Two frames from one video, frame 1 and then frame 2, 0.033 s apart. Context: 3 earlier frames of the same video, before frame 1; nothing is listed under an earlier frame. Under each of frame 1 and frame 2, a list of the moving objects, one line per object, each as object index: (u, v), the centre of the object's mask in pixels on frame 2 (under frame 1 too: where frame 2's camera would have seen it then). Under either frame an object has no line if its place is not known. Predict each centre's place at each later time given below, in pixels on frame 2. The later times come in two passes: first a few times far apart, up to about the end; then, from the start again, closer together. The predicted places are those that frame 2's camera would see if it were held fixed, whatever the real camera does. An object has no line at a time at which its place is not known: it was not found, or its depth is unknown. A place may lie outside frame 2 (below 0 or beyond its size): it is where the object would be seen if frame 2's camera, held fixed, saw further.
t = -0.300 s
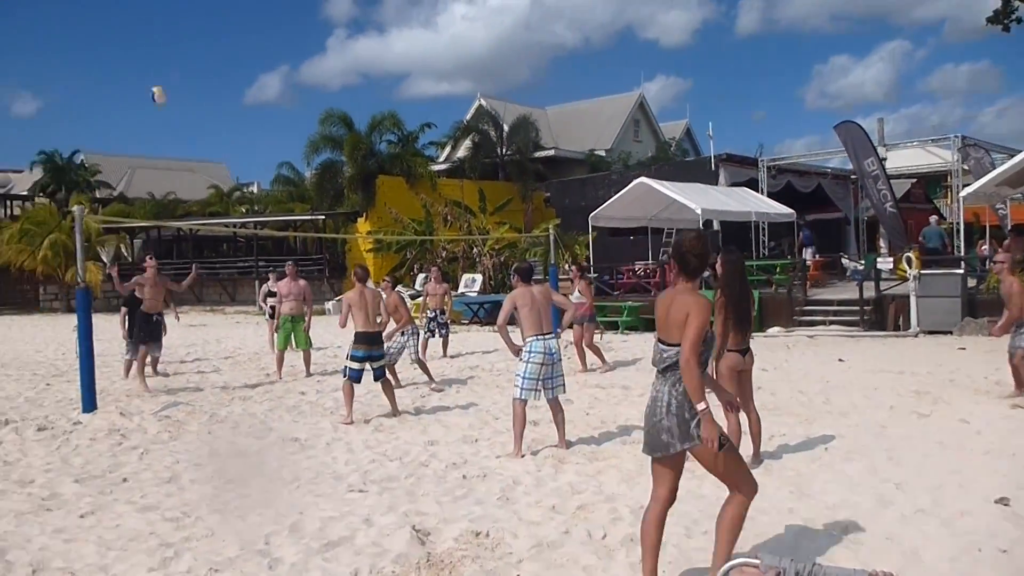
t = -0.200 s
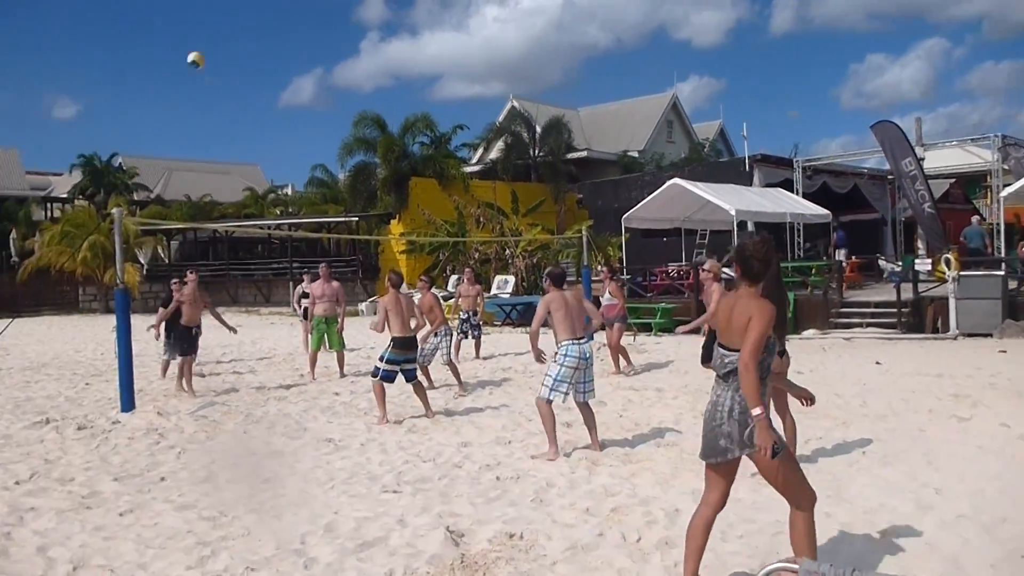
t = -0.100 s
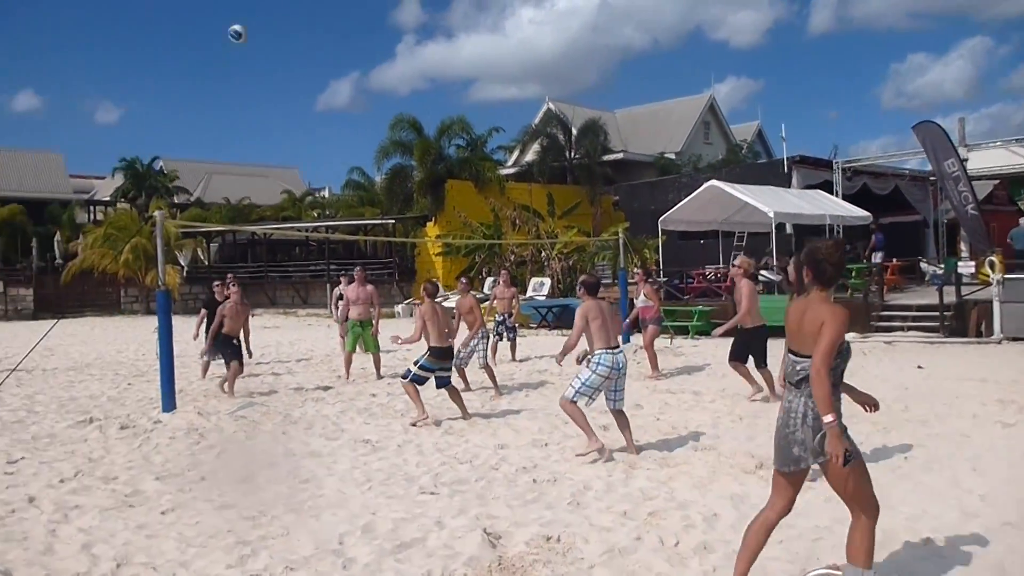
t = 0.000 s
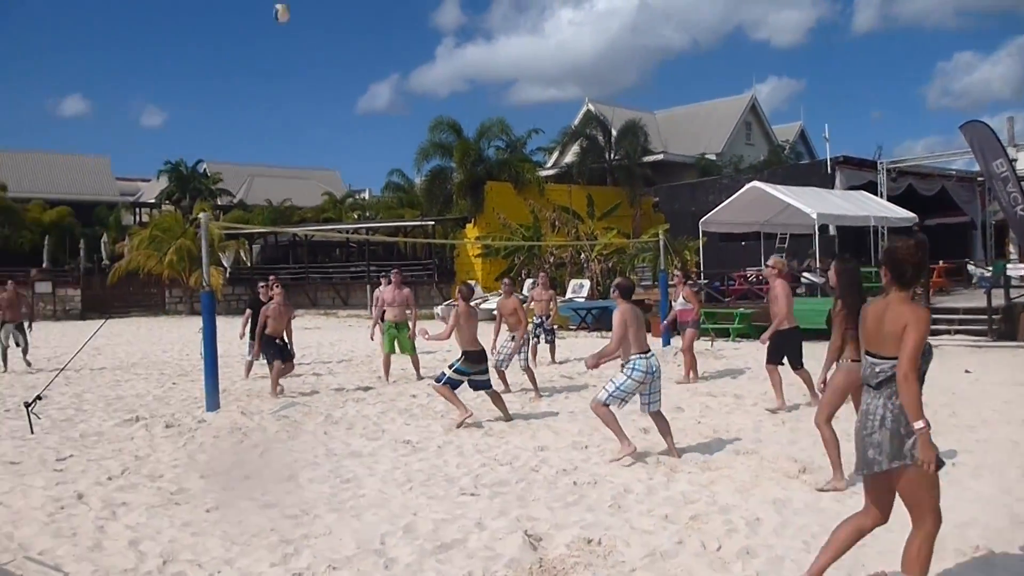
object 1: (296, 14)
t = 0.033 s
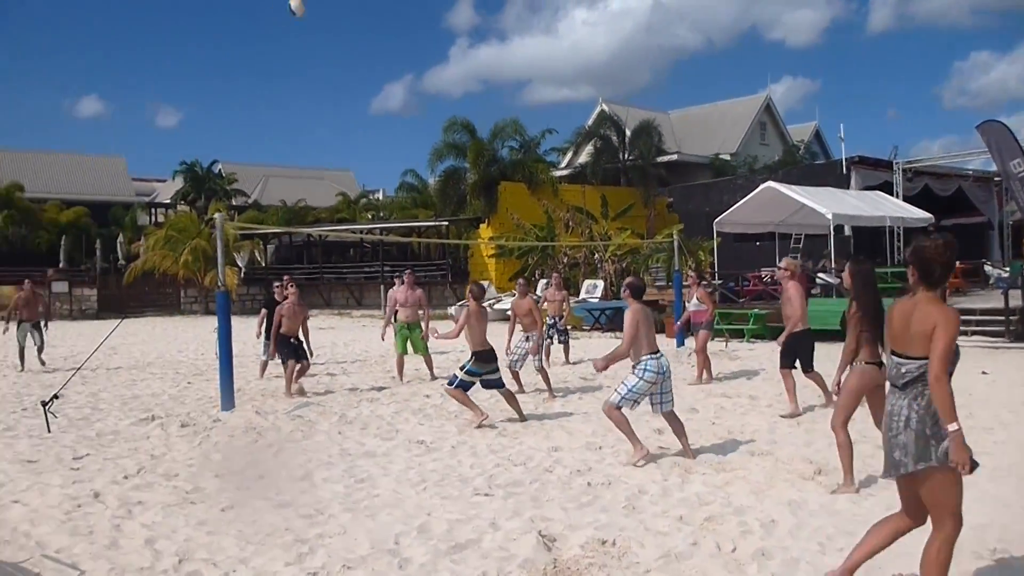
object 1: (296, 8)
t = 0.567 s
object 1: (300, 22)
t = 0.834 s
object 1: (304, 131)
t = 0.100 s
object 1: (296, 1)
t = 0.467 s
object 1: (300, 0)
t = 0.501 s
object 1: (300, 7)
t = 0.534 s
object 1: (300, 14)
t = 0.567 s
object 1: (300, 22)
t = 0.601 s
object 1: (301, 31)
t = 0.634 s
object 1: (301, 42)
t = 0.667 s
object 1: (301, 53)
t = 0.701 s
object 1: (302, 66)
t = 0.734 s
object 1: (301, 81)
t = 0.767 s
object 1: (303, 96)
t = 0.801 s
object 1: (303, 113)
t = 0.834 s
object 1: (304, 131)
